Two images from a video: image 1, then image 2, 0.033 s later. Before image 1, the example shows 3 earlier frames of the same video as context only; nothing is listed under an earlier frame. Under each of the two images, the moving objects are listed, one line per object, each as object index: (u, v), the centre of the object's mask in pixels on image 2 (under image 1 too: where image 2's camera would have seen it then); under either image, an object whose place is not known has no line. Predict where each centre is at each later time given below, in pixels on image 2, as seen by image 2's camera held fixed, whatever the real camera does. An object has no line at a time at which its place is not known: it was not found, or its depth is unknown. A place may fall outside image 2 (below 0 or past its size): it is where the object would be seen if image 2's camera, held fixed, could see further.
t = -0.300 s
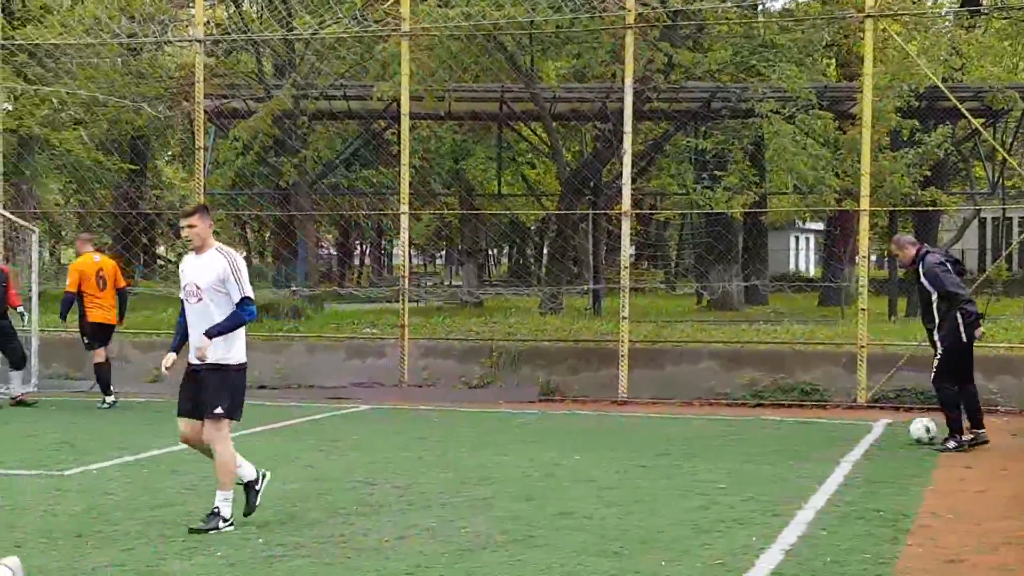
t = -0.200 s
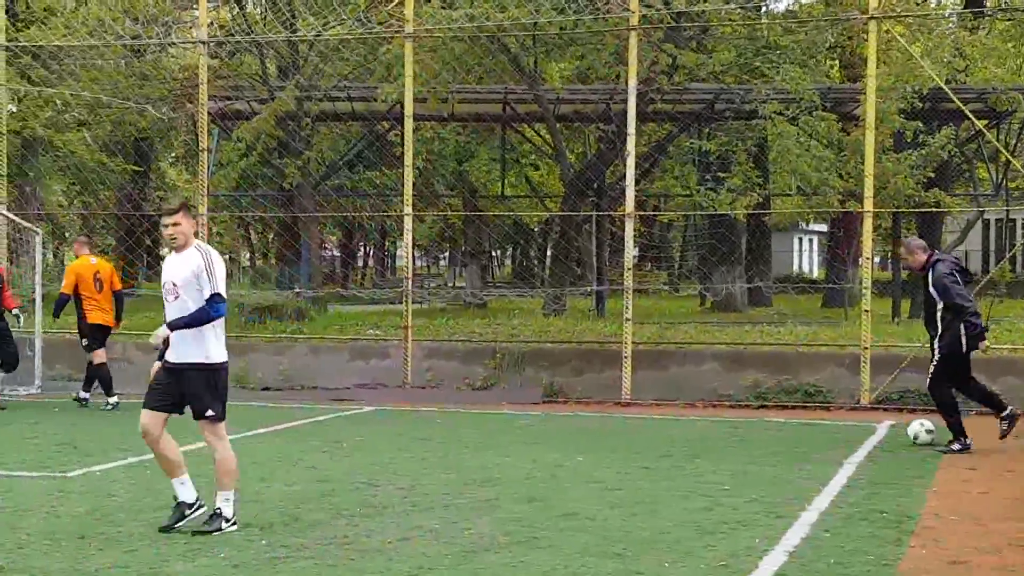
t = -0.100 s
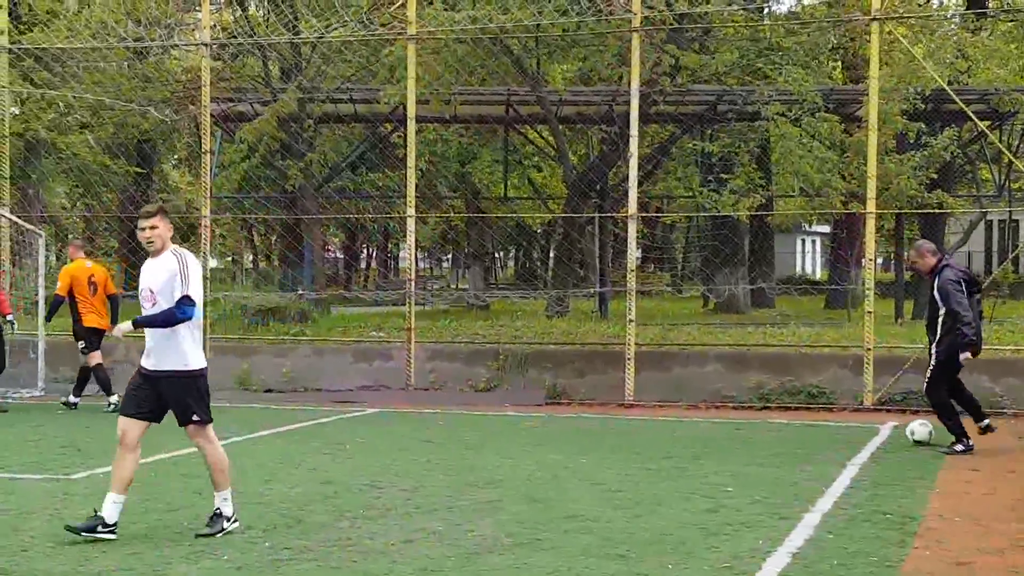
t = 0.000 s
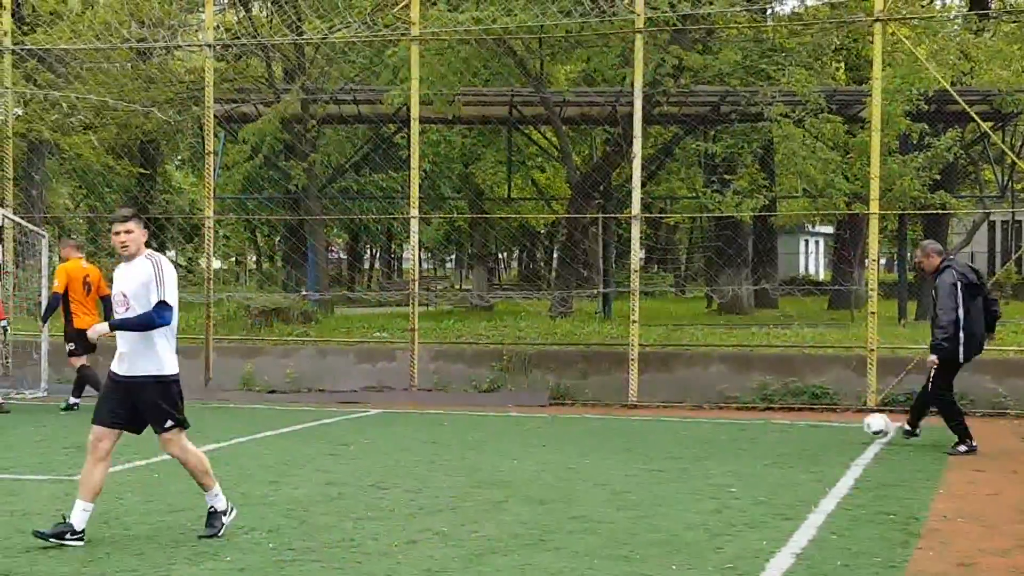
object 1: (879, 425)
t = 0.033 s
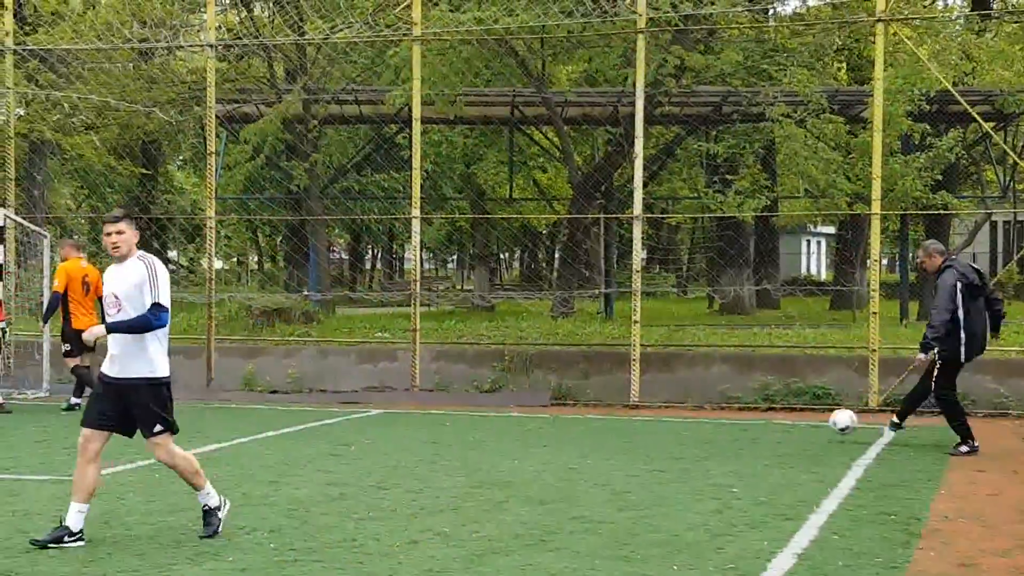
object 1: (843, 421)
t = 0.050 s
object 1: (826, 419)
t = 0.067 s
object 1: (808, 418)
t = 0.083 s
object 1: (790, 416)
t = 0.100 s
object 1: (773, 415)
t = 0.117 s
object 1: (757, 414)
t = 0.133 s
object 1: (740, 414)
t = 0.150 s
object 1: (723, 414)
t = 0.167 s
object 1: (707, 415)
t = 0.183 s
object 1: (690, 415)
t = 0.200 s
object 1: (674, 416)
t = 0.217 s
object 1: (658, 418)
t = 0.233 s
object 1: (643, 420)
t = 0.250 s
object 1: (627, 421)
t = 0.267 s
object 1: (612, 422)
